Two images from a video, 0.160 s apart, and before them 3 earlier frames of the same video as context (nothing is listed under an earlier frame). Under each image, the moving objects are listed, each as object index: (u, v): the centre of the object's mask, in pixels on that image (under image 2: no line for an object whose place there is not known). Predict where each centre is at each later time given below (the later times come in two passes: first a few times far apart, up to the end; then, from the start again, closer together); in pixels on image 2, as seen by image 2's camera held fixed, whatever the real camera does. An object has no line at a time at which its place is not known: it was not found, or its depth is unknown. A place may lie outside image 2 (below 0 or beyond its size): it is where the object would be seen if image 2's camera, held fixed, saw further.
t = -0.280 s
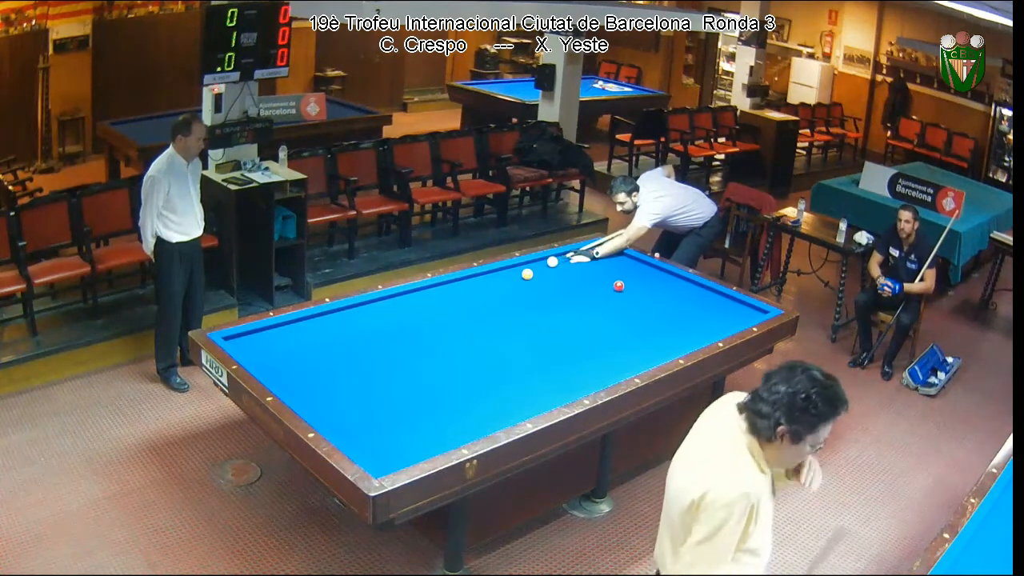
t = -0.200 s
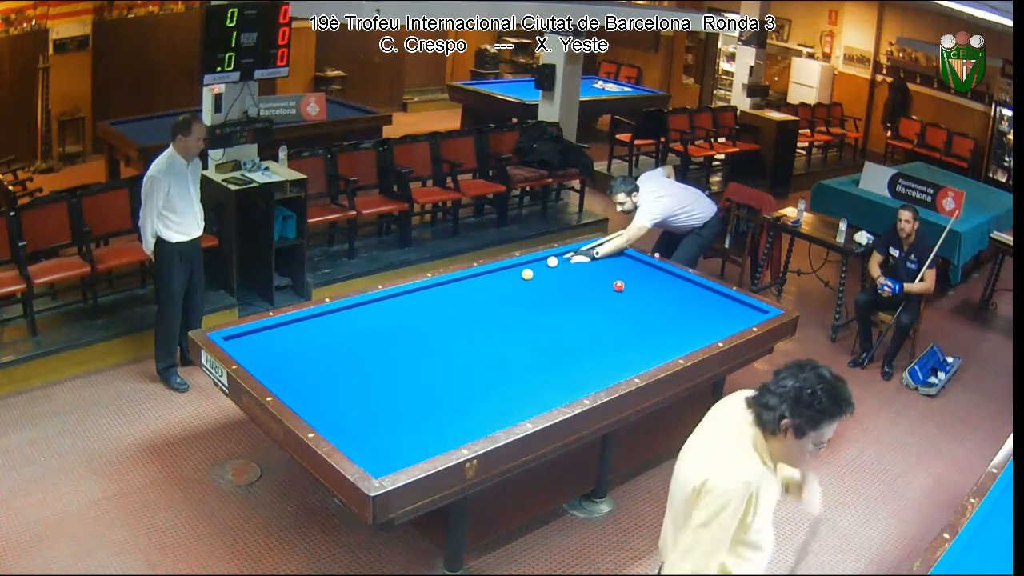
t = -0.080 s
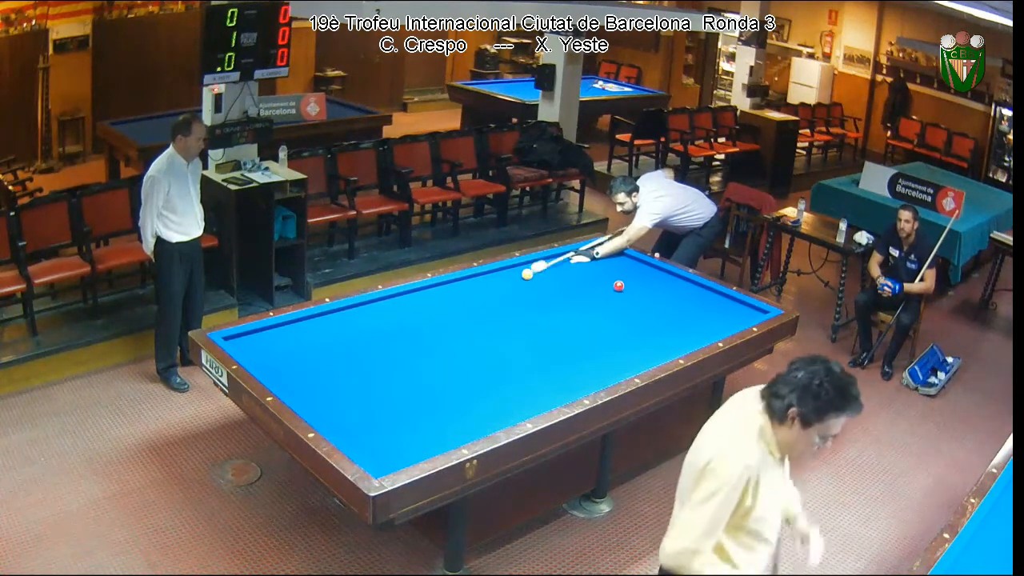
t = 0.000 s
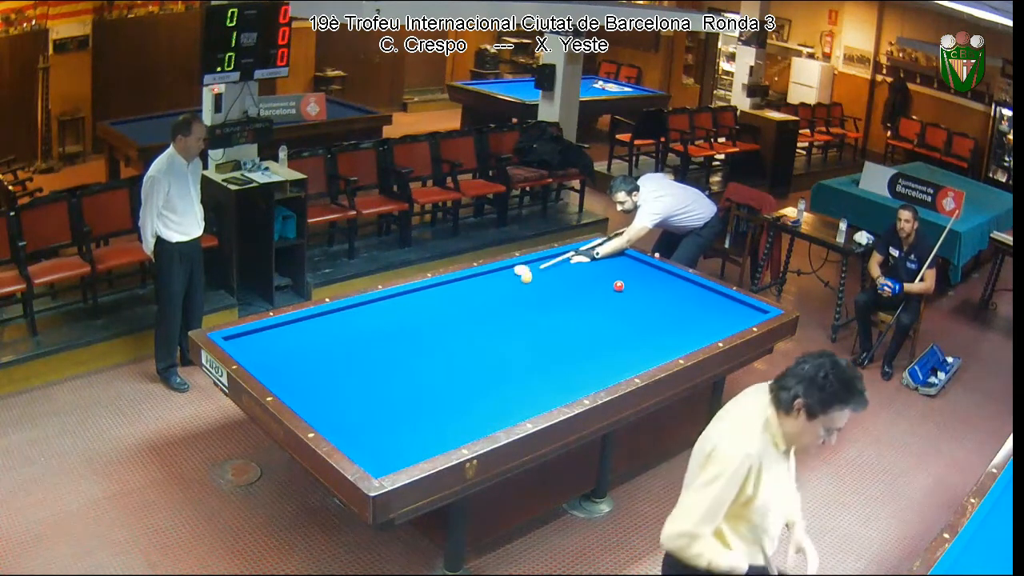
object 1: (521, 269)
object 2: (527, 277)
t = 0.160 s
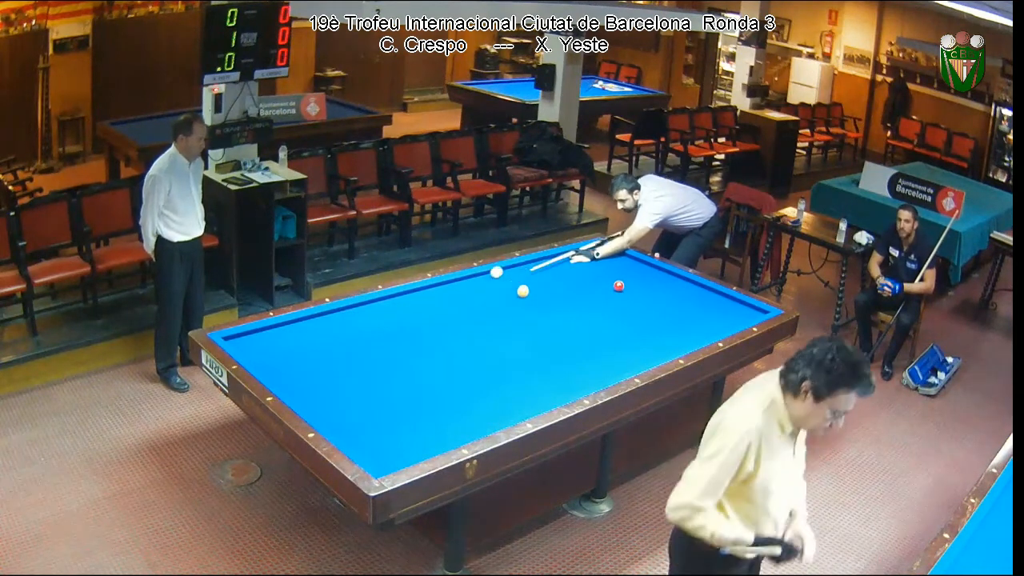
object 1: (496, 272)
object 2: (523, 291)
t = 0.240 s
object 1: (490, 276)
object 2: (521, 298)
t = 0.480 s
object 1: (466, 290)
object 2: (517, 316)
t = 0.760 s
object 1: (436, 308)
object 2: (511, 341)
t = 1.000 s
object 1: (409, 324)
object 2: (505, 363)
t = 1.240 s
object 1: (379, 342)
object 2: (499, 388)
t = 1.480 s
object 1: (346, 361)
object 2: (492, 416)
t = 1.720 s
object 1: (312, 382)
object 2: (458, 424)
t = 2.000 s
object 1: (321, 395)
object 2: (412, 426)
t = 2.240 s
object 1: (359, 398)
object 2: (372, 427)
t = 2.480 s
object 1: (396, 402)
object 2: (336, 428)
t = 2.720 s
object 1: (434, 405)
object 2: (341, 415)
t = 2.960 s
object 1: (471, 408)
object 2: (345, 402)
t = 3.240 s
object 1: (512, 411)
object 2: (349, 388)
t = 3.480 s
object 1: (525, 402)
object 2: (352, 377)
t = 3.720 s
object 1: (534, 389)
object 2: (355, 366)
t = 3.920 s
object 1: (541, 379)
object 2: (358, 357)
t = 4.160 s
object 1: (547, 371)
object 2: (361, 349)
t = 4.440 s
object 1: (555, 359)
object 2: (364, 339)
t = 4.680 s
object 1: (561, 351)
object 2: (366, 332)
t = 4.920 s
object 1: (567, 343)
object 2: (368, 324)
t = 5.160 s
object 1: (572, 336)
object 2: (370, 318)
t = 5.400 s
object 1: (577, 330)
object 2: (372, 312)
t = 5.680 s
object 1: (582, 323)
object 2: (373, 305)
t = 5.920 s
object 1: (586, 317)
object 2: (376, 301)
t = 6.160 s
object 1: (590, 312)
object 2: (385, 301)
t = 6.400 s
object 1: (594, 307)
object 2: (393, 301)
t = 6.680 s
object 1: (598, 301)
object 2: (402, 302)
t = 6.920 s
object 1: (600, 297)
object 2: (409, 302)
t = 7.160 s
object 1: (604, 293)
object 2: (415, 302)
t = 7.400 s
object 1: (606, 289)
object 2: (420, 303)
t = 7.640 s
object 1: (608, 286)
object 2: (425, 303)
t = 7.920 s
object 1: (608, 282)
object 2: (430, 303)
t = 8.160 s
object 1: (607, 278)
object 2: (434, 303)
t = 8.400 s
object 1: (607, 276)
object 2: (437, 304)
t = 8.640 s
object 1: (606, 273)
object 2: (439, 304)
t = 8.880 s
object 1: (606, 271)
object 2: (441, 304)
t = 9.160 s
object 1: (605, 268)
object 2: (442, 304)
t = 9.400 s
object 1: (605, 266)
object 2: (443, 304)
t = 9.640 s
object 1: (605, 264)
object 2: (443, 304)
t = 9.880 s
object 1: (604, 262)
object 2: (443, 304)
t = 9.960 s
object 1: (604, 262)
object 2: (443, 304)
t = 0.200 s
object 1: (493, 274)
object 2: (522, 294)
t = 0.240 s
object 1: (490, 276)
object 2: (521, 298)
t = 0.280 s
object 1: (486, 279)
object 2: (521, 301)
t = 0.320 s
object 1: (481, 281)
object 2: (520, 304)
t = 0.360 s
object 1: (478, 283)
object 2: (519, 307)
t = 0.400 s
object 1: (474, 286)
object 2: (518, 310)
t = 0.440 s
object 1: (470, 288)
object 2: (517, 313)
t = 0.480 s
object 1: (466, 290)
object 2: (517, 316)
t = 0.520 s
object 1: (462, 293)
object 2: (516, 320)
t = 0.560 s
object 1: (458, 295)
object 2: (515, 323)
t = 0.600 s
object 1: (454, 297)
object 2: (514, 326)
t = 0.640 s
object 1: (449, 300)
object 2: (514, 330)
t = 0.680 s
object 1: (445, 303)
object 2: (513, 333)
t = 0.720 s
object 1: (441, 305)
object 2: (512, 337)
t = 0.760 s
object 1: (436, 308)
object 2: (511, 341)
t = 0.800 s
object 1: (432, 310)
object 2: (510, 344)
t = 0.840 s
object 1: (427, 313)
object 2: (509, 348)
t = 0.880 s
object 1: (423, 316)
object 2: (508, 352)
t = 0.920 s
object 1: (418, 319)
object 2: (507, 355)
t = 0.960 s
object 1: (413, 321)
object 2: (506, 359)
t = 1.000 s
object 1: (409, 324)
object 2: (505, 363)
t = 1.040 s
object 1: (404, 327)
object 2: (504, 367)
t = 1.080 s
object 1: (398, 330)
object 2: (503, 371)
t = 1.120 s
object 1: (394, 333)
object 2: (502, 376)
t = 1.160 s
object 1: (389, 336)
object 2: (501, 380)
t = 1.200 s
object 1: (384, 339)
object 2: (500, 384)
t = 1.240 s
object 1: (379, 342)
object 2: (499, 388)
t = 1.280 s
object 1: (373, 345)
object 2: (498, 393)
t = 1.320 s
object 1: (368, 348)
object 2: (496, 397)
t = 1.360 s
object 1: (363, 351)
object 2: (495, 402)
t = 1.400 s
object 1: (357, 355)
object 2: (494, 406)
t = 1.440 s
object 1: (352, 358)
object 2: (493, 411)
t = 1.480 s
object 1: (346, 361)
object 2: (492, 416)
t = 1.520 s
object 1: (341, 365)
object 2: (491, 420)
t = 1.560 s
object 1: (335, 368)
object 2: (486, 423)
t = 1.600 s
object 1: (329, 371)
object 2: (479, 423)
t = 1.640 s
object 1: (324, 375)
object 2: (472, 423)
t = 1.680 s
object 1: (318, 378)
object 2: (465, 423)
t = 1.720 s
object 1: (312, 382)
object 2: (458, 424)
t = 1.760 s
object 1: (305, 386)
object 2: (451, 424)
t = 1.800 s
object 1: (300, 389)
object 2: (445, 424)
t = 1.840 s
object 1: (295, 392)
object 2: (438, 424)
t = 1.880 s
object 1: (298, 394)
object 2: (431, 425)
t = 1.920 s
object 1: (306, 394)
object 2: (425, 425)
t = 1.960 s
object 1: (314, 394)
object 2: (418, 426)
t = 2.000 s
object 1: (321, 395)
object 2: (412, 426)
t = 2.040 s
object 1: (328, 395)
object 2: (405, 426)
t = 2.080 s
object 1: (334, 396)
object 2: (399, 426)
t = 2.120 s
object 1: (340, 396)
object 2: (392, 427)
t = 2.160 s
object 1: (346, 397)
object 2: (385, 427)
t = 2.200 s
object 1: (353, 398)
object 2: (379, 427)
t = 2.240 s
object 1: (359, 398)
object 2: (372, 427)
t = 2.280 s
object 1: (365, 399)
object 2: (366, 428)
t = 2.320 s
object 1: (372, 400)
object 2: (359, 428)
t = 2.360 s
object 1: (378, 400)
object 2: (353, 428)
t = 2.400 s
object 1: (384, 401)
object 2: (346, 429)
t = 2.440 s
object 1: (390, 401)
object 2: (340, 428)
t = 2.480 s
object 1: (396, 402)
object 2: (336, 428)
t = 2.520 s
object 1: (403, 402)
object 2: (337, 426)
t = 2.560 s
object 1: (409, 403)
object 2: (338, 424)
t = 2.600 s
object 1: (415, 404)
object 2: (339, 421)
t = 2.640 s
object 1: (421, 405)
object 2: (340, 419)
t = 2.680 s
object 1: (427, 405)
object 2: (340, 417)
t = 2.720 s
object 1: (434, 405)
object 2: (341, 415)
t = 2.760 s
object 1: (440, 406)
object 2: (341, 413)
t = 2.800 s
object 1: (446, 407)
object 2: (342, 410)
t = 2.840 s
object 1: (452, 407)
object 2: (343, 408)
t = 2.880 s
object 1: (458, 407)
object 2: (344, 406)
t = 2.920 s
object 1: (464, 408)
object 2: (344, 404)
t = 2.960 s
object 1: (471, 408)
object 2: (345, 402)
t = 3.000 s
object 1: (476, 409)
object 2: (345, 400)
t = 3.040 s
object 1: (482, 410)
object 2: (346, 398)
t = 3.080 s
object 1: (489, 410)
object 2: (347, 396)
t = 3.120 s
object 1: (495, 411)
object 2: (347, 394)
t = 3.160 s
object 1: (501, 411)
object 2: (348, 392)
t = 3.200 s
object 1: (506, 411)
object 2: (348, 390)
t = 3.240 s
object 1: (512, 411)
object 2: (349, 388)
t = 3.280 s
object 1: (518, 411)
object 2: (349, 386)
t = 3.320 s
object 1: (520, 409)
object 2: (350, 385)
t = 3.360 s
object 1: (521, 407)
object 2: (351, 383)
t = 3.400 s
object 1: (522, 406)
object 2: (351, 381)
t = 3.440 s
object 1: (524, 404)
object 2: (352, 379)
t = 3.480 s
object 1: (525, 402)
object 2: (352, 377)
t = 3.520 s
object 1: (526, 400)
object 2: (353, 376)
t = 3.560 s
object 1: (528, 398)
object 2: (353, 374)
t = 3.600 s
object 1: (529, 396)
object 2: (354, 372)
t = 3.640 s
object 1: (530, 394)
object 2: (354, 371)
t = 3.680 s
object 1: (531, 393)
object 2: (355, 369)
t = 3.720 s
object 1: (534, 389)
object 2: (355, 366)
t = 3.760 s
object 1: (537, 386)
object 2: (356, 363)
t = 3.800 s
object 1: (538, 384)
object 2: (357, 361)
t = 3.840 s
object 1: (539, 382)
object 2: (357, 359)
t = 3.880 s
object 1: (540, 381)
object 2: (358, 358)
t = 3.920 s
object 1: (541, 379)
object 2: (358, 357)
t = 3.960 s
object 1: (543, 377)
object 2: (359, 355)
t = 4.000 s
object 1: (544, 376)
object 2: (359, 354)
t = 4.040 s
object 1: (545, 374)
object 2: (360, 352)
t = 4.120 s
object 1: (546, 372)
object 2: (360, 351)
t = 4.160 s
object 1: (547, 371)
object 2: (361, 349)
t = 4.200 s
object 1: (548, 369)
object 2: (361, 348)
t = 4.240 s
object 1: (550, 366)
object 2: (362, 345)
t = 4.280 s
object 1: (551, 365)
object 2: (362, 344)
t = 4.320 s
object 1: (553, 363)
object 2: (363, 343)
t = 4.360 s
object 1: (553, 362)
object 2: (363, 342)
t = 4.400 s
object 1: (554, 361)
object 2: (363, 340)
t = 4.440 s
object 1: (555, 359)
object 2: (364, 339)
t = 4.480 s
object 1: (556, 358)
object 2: (364, 338)
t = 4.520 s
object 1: (557, 356)
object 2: (365, 336)
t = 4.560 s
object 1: (558, 355)
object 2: (365, 335)
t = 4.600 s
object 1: (559, 353)
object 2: (365, 334)
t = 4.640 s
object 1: (561, 352)
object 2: (366, 333)
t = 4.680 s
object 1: (561, 351)
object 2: (366, 332)
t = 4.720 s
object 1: (562, 350)
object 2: (366, 330)
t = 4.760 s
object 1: (563, 348)
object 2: (367, 329)
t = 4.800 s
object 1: (564, 347)
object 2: (367, 328)
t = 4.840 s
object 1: (565, 346)
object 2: (368, 327)
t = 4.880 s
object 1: (566, 345)
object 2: (368, 325)
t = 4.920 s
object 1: (567, 343)
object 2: (368, 324)
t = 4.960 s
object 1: (568, 342)
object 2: (369, 323)
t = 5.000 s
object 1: (569, 341)
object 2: (369, 322)
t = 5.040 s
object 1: (569, 340)
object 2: (369, 321)
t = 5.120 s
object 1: (571, 337)
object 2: (370, 319)
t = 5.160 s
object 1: (572, 336)
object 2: (370, 318)
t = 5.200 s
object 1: (573, 335)
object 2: (370, 317)
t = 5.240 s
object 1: (574, 334)
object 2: (370, 316)
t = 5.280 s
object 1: (574, 333)
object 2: (371, 315)
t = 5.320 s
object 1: (575, 332)
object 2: (371, 314)
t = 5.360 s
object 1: (576, 331)
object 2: (371, 313)
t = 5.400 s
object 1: (577, 330)
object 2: (372, 312)
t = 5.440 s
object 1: (577, 329)
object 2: (372, 311)
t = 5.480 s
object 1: (578, 327)
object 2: (372, 310)
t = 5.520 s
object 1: (579, 327)
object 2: (372, 309)
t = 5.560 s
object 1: (580, 326)
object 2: (373, 308)
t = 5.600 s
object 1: (580, 325)
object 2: (373, 307)
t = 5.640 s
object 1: (581, 324)
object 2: (373, 306)
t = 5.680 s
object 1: (582, 323)
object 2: (373, 305)
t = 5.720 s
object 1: (583, 322)
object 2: (374, 304)
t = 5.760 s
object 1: (583, 321)
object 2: (374, 304)
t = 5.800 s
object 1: (584, 320)
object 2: (374, 303)
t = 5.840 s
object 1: (585, 319)
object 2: (374, 302)
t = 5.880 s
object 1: (585, 318)
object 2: (375, 301)
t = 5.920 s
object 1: (586, 317)
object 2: (376, 301)
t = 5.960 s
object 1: (587, 316)
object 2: (378, 301)
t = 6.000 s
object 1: (587, 315)
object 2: (379, 301)
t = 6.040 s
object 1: (588, 314)
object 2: (381, 301)
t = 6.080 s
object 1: (589, 313)
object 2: (382, 301)
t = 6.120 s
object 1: (589, 313)
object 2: (384, 301)
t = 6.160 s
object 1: (590, 312)
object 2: (385, 301)
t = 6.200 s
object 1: (591, 311)
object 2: (386, 301)
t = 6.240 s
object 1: (591, 310)
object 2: (388, 301)
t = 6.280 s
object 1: (592, 309)
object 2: (389, 301)
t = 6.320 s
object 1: (592, 308)
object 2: (390, 301)
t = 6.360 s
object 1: (593, 307)
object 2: (392, 301)
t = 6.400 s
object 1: (594, 307)
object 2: (393, 301)
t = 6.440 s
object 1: (594, 306)
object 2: (394, 301)
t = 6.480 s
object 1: (595, 305)
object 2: (396, 302)
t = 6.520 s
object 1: (595, 304)
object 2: (397, 302)
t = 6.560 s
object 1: (596, 304)
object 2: (398, 302)
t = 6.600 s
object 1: (597, 303)
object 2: (400, 302)
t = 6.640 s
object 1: (597, 302)
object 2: (400, 302)
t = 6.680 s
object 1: (598, 301)
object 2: (402, 302)
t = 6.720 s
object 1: (598, 301)
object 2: (403, 302)
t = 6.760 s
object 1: (599, 300)
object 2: (404, 302)
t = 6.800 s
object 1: (599, 299)
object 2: (405, 302)
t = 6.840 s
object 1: (600, 298)
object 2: (406, 302)
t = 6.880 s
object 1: (600, 298)
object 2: (408, 302)
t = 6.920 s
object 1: (600, 297)
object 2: (409, 302)
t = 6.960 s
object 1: (601, 296)
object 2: (410, 302)
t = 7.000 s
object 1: (602, 296)
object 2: (411, 302)
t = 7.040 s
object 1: (602, 295)
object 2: (412, 302)
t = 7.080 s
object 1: (602, 294)
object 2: (413, 302)
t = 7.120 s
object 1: (603, 294)
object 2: (414, 302)
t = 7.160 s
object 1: (604, 293)
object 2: (415, 302)
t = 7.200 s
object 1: (604, 292)
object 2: (416, 302)
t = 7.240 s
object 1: (604, 292)
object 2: (417, 303)
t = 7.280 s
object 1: (605, 291)
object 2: (418, 302)
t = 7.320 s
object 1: (605, 290)
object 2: (418, 303)
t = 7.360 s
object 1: (606, 290)
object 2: (419, 303)
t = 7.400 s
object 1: (606, 289)
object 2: (420, 303)
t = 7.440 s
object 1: (606, 289)
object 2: (421, 303)
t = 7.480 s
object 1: (607, 288)
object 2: (422, 303)
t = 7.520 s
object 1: (608, 287)
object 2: (423, 303)
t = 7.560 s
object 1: (608, 287)
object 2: (424, 303)
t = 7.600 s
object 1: (608, 286)
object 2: (424, 303)
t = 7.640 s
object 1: (608, 286)
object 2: (425, 303)
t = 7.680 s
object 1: (609, 285)
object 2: (426, 303)
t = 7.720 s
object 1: (609, 285)
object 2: (427, 303)
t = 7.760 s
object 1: (609, 284)
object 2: (427, 303)
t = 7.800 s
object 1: (608, 283)
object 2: (428, 303)
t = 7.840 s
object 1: (608, 283)
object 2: (429, 303)
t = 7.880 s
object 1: (608, 282)
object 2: (429, 303)
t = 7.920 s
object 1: (608, 282)
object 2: (430, 303)
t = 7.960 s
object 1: (608, 281)
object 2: (431, 303)
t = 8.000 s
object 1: (608, 281)
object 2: (431, 303)
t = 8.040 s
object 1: (608, 280)
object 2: (432, 303)
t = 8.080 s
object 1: (608, 280)
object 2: (432, 303)
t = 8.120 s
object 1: (607, 279)
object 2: (433, 303)
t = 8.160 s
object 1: (607, 278)
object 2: (434, 303)
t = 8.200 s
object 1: (607, 278)
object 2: (434, 303)
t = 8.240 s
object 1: (607, 278)
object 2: (435, 304)
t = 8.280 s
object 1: (607, 277)
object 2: (435, 304)
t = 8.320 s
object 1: (607, 277)
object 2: (436, 303)
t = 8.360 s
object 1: (607, 276)
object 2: (436, 303)
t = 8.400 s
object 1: (607, 276)
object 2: (437, 304)
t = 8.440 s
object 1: (607, 275)
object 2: (437, 304)
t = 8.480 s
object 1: (607, 275)
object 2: (437, 303)
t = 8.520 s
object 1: (607, 274)
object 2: (438, 304)
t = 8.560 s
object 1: (607, 274)
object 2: (438, 304)
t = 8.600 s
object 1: (606, 274)
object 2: (439, 304)
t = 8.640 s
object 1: (606, 273)
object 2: (439, 304)
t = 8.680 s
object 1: (606, 273)
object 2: (439, 304)
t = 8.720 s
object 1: (606, 272)
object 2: (440, 304)
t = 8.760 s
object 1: (606, 272)
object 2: (440, 304)
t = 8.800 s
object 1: (606, 272)
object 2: (440, 304)
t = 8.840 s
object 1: (606, 271)
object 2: (440, 304)
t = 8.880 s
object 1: (606, 271)
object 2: (441, 304)
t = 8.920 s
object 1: (606, 270)
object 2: (441, 304)
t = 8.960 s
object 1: (606, 270)
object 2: (441, 304)
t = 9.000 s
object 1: (606, 270)
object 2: (442, 304)
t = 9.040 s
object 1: (606, 269)
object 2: (442, 304)
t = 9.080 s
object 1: (606, 269)
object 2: (442, 304)
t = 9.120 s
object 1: (606, 268)
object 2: (442, 304)
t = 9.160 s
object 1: (605, 268)
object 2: (442, 304)
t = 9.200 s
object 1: (606, 268)
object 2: (442, 304)
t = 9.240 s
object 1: (605, 267)
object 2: (442, 304)
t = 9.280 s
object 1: (605, 267)
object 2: (443, 304)
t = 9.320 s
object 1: (605, 267)
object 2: (443, 304)
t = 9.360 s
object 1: (605, 266)
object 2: (443, 304)
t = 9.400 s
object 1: (605, 266)
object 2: (443, 304)
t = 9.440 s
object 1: (605, 266)
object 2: (443, 304)
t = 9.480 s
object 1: (605, 266)
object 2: (443, 304)
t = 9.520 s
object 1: (605, 265)
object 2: (443, 304)
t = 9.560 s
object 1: (605, 265)
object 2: (443, 304)
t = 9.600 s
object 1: (605, 265)
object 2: (443, 304)
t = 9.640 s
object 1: (605, 264)
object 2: (443, 304)
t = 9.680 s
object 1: (604, 264)
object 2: (443, 304)
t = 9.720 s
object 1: (604, 264)
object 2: (443, 304)
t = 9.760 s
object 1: (605, 263)
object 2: (443, 304)
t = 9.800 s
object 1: (605, 263)
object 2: (443, 304)
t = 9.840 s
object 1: (604, 263)
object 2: (443, 304)
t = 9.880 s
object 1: (604, 262)
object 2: (443, 304)
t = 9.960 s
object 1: (604, 262)
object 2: (443, 304)
